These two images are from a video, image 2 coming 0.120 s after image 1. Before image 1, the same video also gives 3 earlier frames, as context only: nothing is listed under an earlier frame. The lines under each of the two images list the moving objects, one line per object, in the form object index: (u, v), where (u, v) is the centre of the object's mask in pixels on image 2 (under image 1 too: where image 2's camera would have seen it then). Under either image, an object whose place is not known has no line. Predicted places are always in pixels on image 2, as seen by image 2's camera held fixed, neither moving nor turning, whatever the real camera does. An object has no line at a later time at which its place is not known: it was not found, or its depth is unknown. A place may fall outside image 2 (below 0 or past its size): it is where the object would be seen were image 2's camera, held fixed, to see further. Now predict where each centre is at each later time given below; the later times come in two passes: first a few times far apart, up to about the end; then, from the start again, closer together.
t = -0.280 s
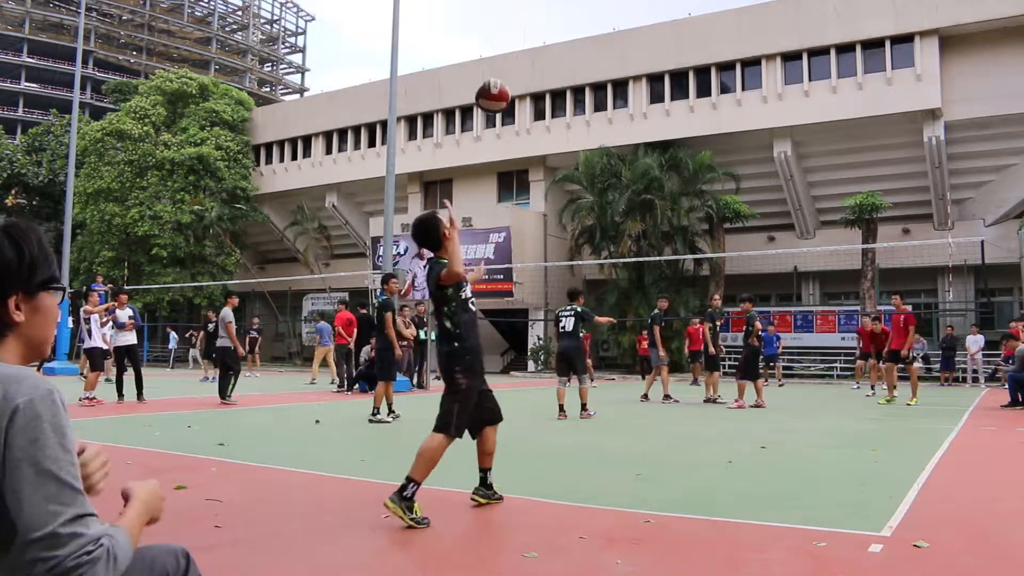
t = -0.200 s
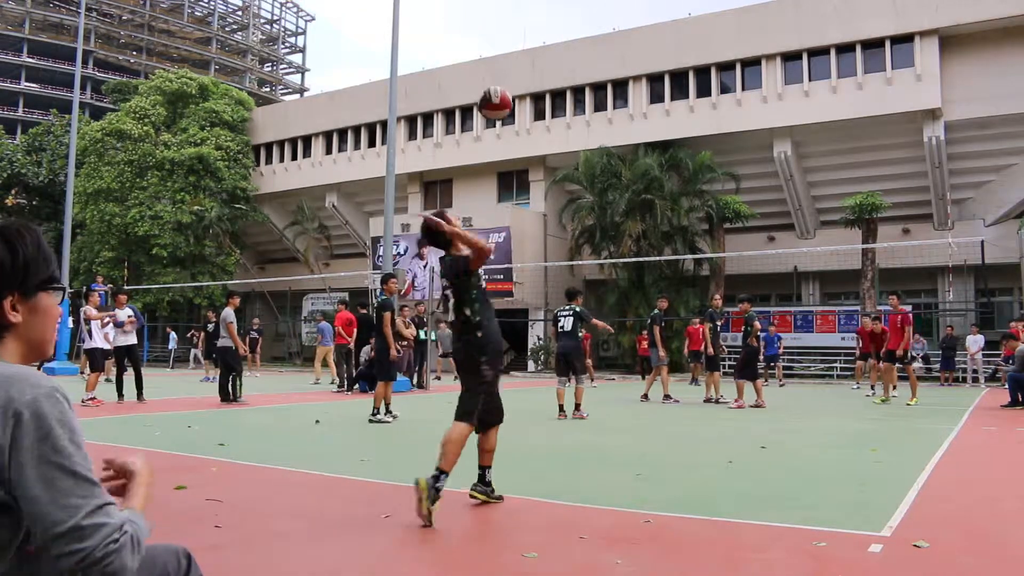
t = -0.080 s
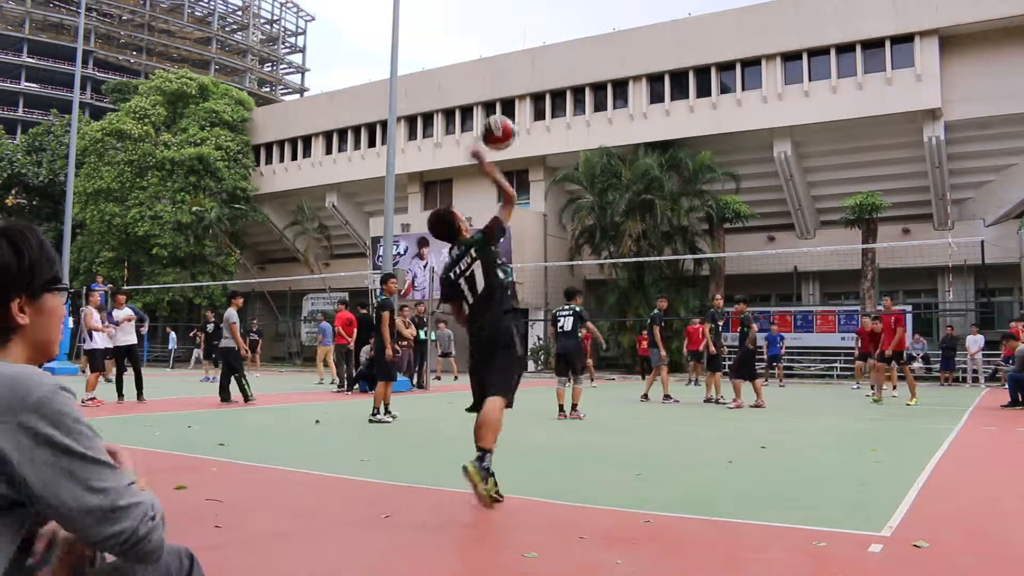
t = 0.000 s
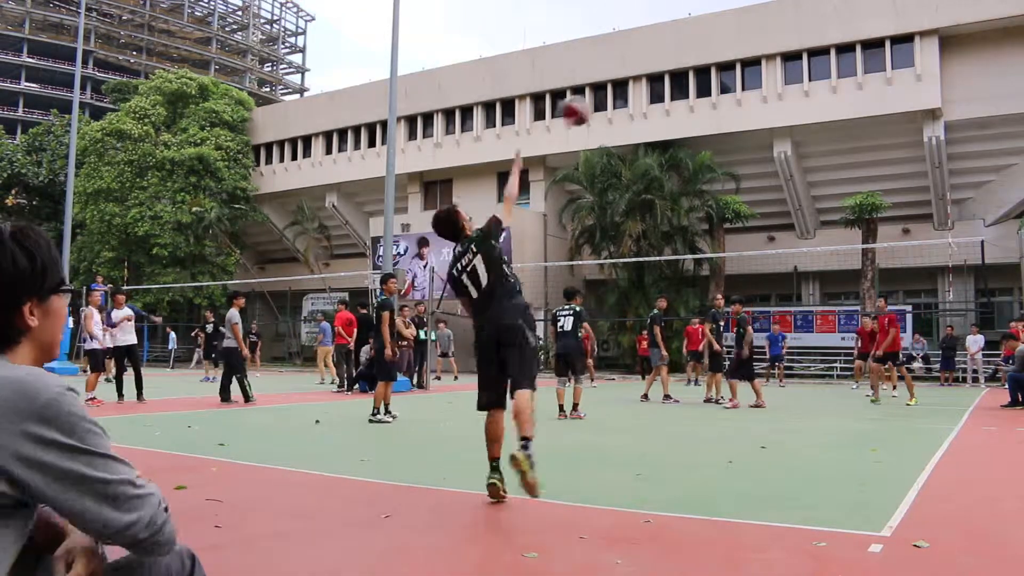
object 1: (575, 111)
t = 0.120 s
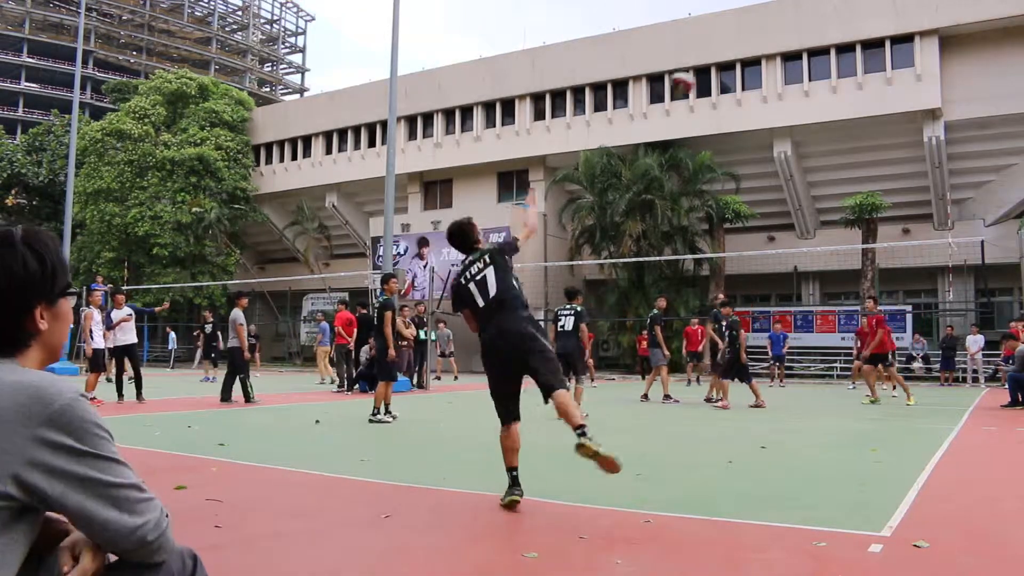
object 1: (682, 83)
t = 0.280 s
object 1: (769, 80)
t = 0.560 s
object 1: (854, 113)
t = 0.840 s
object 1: (903, 172)
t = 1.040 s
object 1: (926, 222)
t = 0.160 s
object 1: (708, 80)
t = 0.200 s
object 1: (730, 78)
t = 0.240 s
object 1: (750, 77)
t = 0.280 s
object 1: (769, 80)
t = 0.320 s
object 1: (786, 82)
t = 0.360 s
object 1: (800, 84)
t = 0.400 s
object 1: (813, 89)
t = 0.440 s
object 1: (825, 95)
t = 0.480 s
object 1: (835, 100)
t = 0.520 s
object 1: (845, 106)
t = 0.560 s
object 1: (854, 113)
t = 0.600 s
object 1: (862, 121)
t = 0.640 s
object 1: (870, 127)
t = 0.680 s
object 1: (878, 136)
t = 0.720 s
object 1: (885, 144)
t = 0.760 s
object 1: (890, 153)
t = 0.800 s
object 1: (898, 162)
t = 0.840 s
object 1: (903, 172)
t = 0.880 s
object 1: (907, 181)
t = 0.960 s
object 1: (917, 200)
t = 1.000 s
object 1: (923, 211)
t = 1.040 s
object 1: (926, 222)
